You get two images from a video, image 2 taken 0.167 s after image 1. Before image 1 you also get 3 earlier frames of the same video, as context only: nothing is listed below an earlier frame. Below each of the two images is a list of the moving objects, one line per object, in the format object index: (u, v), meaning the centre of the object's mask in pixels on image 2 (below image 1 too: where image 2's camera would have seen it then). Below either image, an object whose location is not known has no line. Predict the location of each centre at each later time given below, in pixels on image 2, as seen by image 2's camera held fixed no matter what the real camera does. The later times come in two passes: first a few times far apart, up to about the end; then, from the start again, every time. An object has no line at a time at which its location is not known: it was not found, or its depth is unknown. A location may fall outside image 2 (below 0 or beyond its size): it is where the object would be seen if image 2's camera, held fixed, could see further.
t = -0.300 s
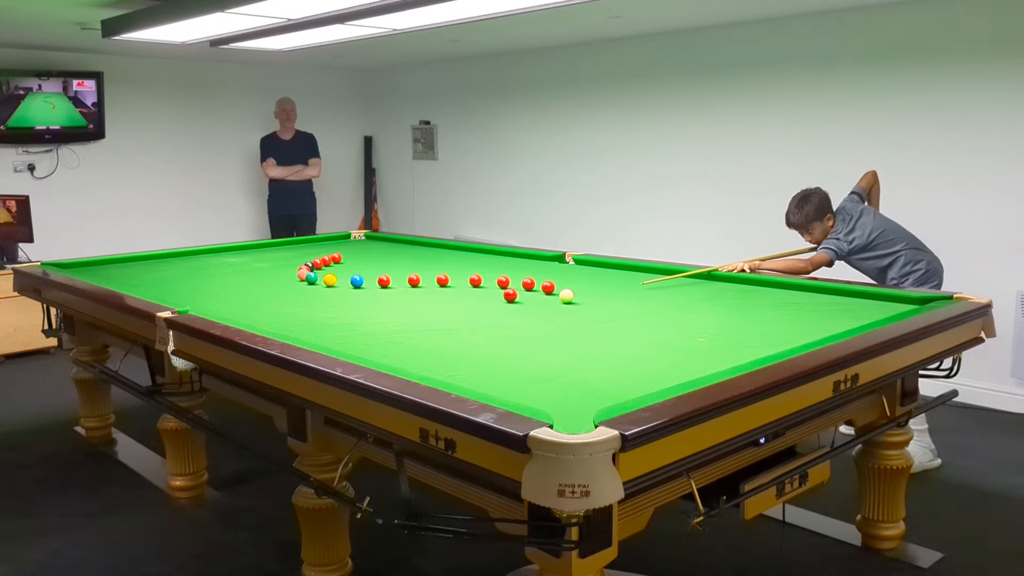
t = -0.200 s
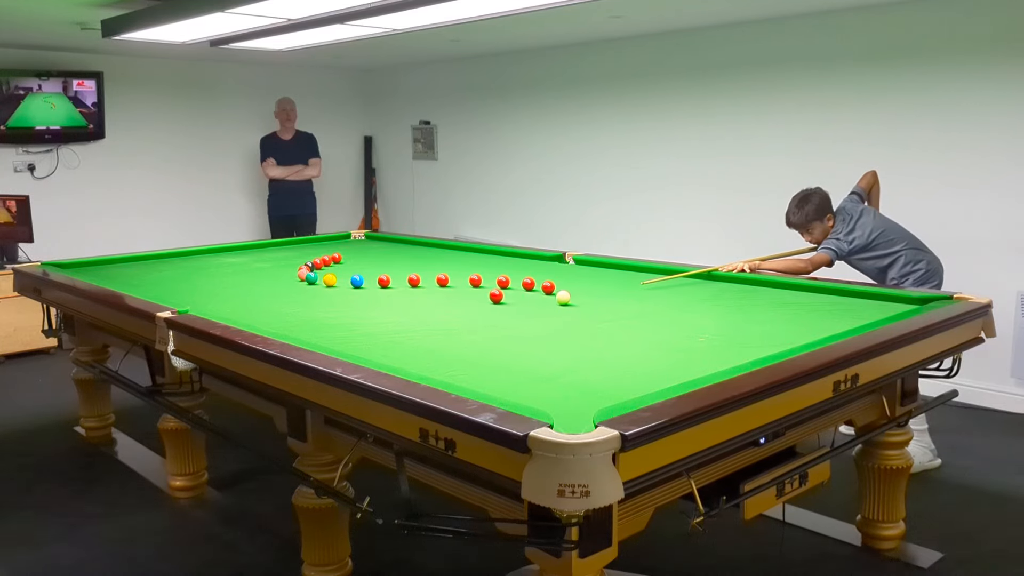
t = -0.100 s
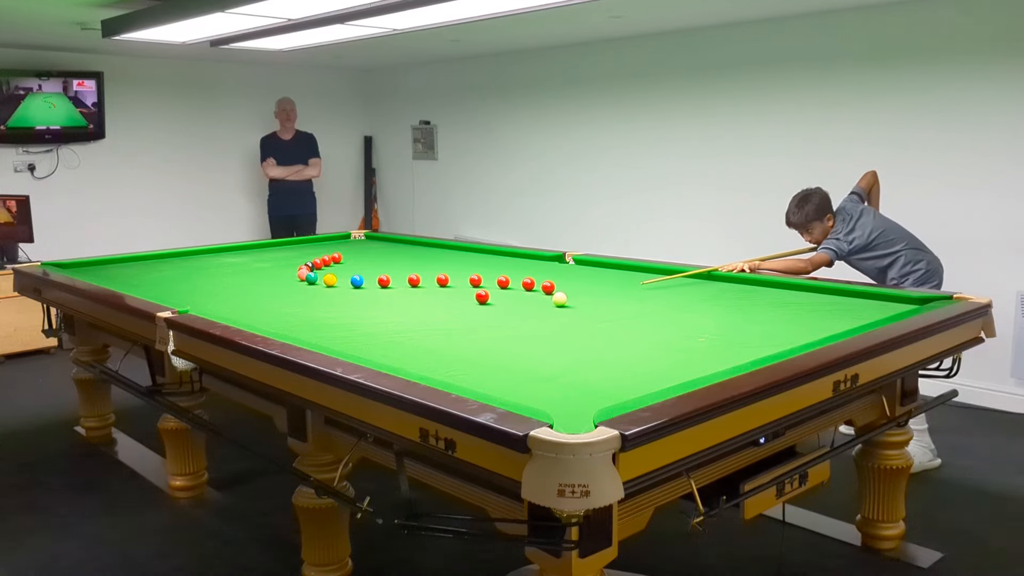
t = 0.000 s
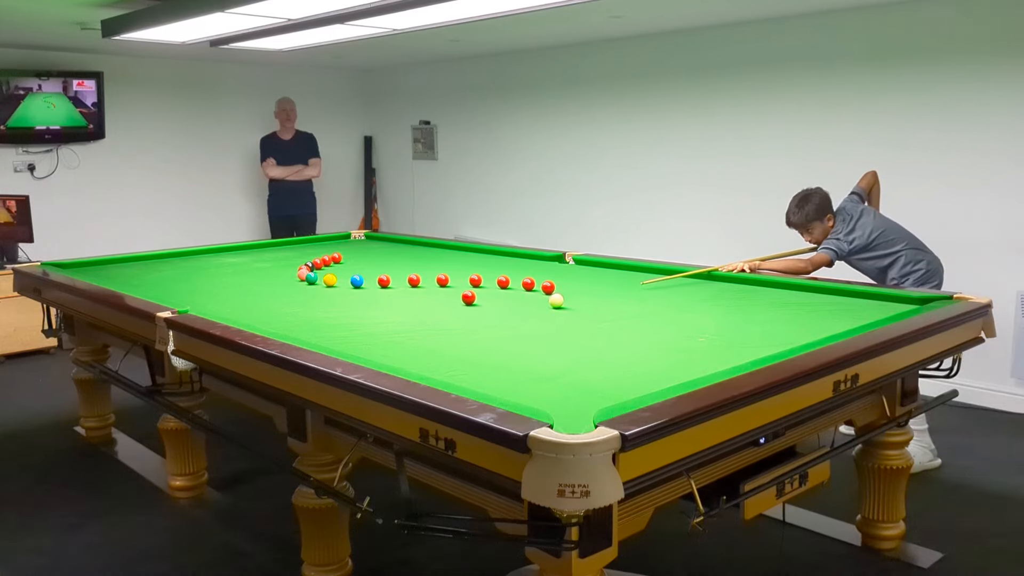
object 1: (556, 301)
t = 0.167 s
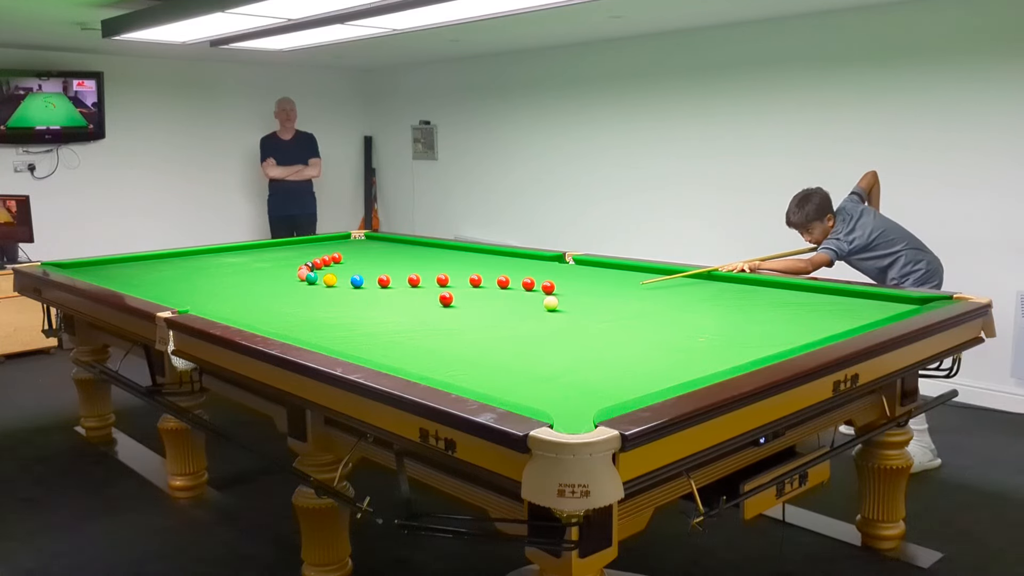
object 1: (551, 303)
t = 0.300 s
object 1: (546, 305)
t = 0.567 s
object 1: (538, 309)
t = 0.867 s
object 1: (529, 313)
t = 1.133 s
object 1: (522, 316)
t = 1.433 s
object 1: (514, 319)
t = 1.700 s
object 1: (509, 322)
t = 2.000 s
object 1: (504, 324)
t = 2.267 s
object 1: (500, 326)
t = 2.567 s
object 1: (496, 328)
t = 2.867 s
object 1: (494, 329)
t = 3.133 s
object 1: (493, 329)
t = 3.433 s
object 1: (493, 330)
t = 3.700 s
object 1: (493, 330)
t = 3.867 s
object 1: (493, 330)
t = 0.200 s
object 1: (550, 304)
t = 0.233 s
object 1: (548, 304)
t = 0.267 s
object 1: (547, 305)
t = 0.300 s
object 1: (546, 305)
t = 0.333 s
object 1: (545, 306)
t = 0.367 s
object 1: (544, 306)
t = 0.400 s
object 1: (543, 307)
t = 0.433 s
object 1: (542, 307)
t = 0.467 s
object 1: (541, 308)
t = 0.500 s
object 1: (540, 308)
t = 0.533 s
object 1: (539, 309)
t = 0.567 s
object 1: (538, 309)
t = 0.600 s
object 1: (537, 310)
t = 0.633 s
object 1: (536, 310)
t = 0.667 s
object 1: (535, 310)
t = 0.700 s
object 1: (534, 311)
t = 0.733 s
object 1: (533, 311)
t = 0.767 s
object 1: (532, 312)
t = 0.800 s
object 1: (531, 312)
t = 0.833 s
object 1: (530, 313)
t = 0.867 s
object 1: (529, 313)
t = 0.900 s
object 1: (528, 314)
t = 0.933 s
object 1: (527, 314)
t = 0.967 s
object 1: (526, 314)
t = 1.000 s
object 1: (525, 315)
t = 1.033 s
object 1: (524, 315)
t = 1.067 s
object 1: (524, 316)
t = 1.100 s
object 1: (523, 316)
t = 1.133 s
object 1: (522, 316)
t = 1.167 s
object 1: (521, 316)
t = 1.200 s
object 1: (520, 317)
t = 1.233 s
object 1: (519, 317)
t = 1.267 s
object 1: (519, 318)
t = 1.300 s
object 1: (518, 318)
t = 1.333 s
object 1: (517, 318)
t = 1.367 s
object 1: (516, 319)
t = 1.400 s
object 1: (515, 319)
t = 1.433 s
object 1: (514, 319)
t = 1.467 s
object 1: (514, 320)
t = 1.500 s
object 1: (513, 320)
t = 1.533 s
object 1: (512, 320)
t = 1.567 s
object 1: (512, 321)
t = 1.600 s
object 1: (511, 321)
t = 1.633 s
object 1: (510, 321)
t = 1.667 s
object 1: (509, 322)
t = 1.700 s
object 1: (509, 322)
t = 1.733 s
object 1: (508, 322)
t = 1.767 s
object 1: (508, 323)
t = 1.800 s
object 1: (507, 323)
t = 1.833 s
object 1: (506, 323)
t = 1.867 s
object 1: (506, 324)
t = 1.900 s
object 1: (505, 324)
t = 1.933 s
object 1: (505, 324)
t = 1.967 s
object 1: (504, 324)
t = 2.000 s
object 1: (504, 324)
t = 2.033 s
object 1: (503, 325)
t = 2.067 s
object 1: (503, 325)
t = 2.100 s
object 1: (502, 325)
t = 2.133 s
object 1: (502, 325)
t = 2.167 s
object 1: (501, 325)
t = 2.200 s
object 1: (501, 326)
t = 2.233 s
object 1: (500, 326)
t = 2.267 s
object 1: (500, 326)
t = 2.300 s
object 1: (499, 326)
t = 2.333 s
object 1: (499, 327)
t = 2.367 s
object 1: (499, 327)
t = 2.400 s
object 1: (498, 327)
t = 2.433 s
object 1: (498, 327)
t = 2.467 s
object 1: (497, 327)
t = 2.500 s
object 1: (497, 327)
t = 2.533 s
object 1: (497, 327)
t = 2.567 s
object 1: (496, 328)
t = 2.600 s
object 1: (496, 328)
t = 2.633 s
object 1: (496, 328)
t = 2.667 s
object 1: (495, 328)
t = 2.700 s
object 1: (495, 328)
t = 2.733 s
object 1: (495, 328)
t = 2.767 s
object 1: (495, 329)
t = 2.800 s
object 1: (495, 329)
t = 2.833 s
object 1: (494, 329)
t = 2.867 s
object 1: (494, 329)
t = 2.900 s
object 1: (494, 329)
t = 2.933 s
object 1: (494, 329)
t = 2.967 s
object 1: (494, 329)
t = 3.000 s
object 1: (494, 329)
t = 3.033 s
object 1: (493, 329)
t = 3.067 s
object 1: (493, 329)
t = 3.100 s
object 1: (493, 329)
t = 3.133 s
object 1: (493, 329)
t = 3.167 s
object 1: (493, 329)
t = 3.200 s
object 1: (493, 329)
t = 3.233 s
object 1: (493, 329)
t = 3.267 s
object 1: (493, 330)
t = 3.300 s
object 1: (493, 330)
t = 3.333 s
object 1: (493, 330)
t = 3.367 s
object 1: (493, 330)
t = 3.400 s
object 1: (493, 330)
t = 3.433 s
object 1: (493, 330)
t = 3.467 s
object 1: (493, 330)
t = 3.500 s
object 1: (493, 330)
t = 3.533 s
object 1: (493, 330)
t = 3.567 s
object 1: (493, 330)
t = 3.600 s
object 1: (493, 330)
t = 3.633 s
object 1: (493, 330)
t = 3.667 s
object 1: (493, 330)
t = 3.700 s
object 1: (493, 330)
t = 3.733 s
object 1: (493, 330)
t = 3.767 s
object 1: (493, 330)
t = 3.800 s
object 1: (493, 330)
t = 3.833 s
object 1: (493, 330)
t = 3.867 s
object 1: (493, 330)
